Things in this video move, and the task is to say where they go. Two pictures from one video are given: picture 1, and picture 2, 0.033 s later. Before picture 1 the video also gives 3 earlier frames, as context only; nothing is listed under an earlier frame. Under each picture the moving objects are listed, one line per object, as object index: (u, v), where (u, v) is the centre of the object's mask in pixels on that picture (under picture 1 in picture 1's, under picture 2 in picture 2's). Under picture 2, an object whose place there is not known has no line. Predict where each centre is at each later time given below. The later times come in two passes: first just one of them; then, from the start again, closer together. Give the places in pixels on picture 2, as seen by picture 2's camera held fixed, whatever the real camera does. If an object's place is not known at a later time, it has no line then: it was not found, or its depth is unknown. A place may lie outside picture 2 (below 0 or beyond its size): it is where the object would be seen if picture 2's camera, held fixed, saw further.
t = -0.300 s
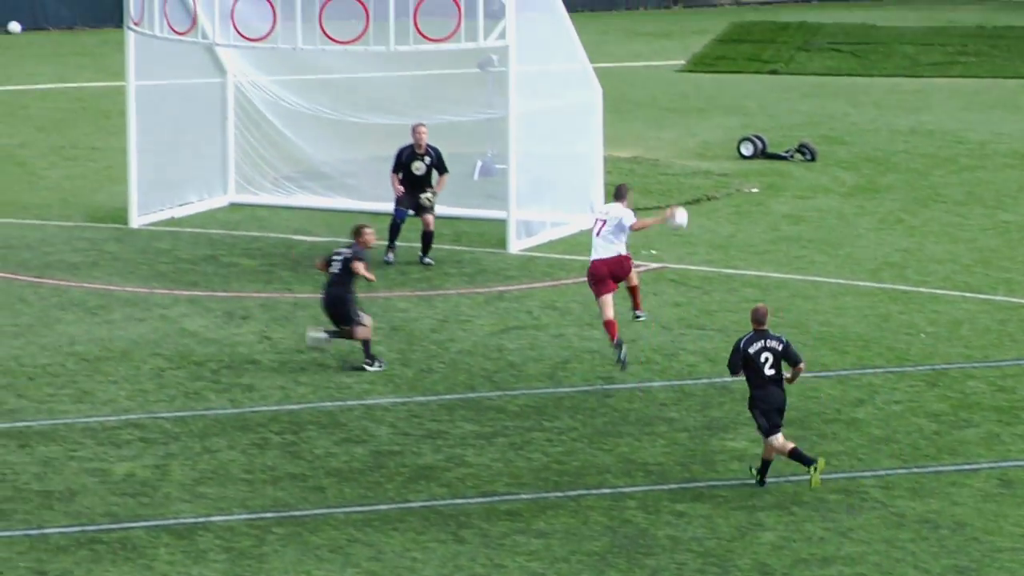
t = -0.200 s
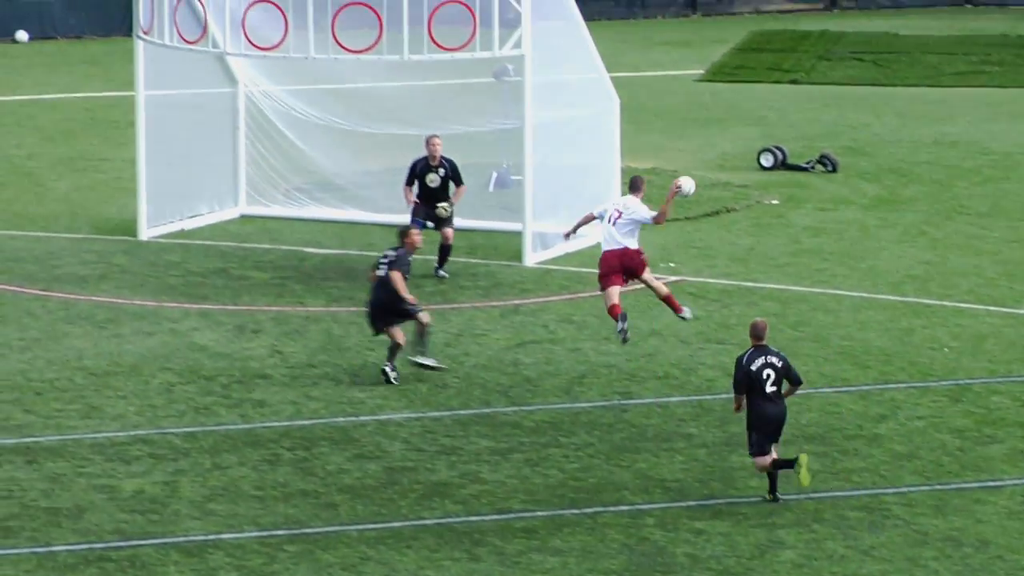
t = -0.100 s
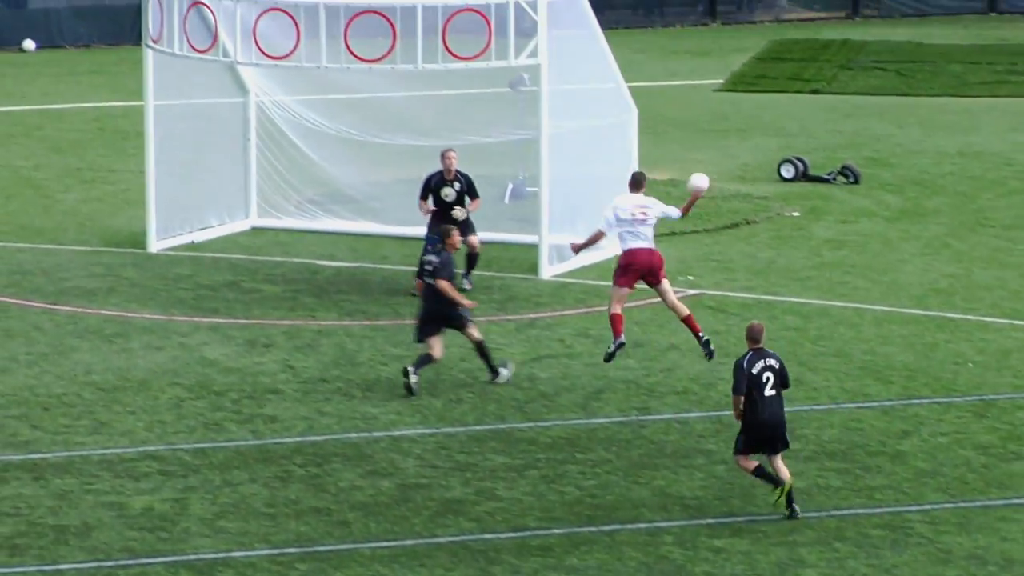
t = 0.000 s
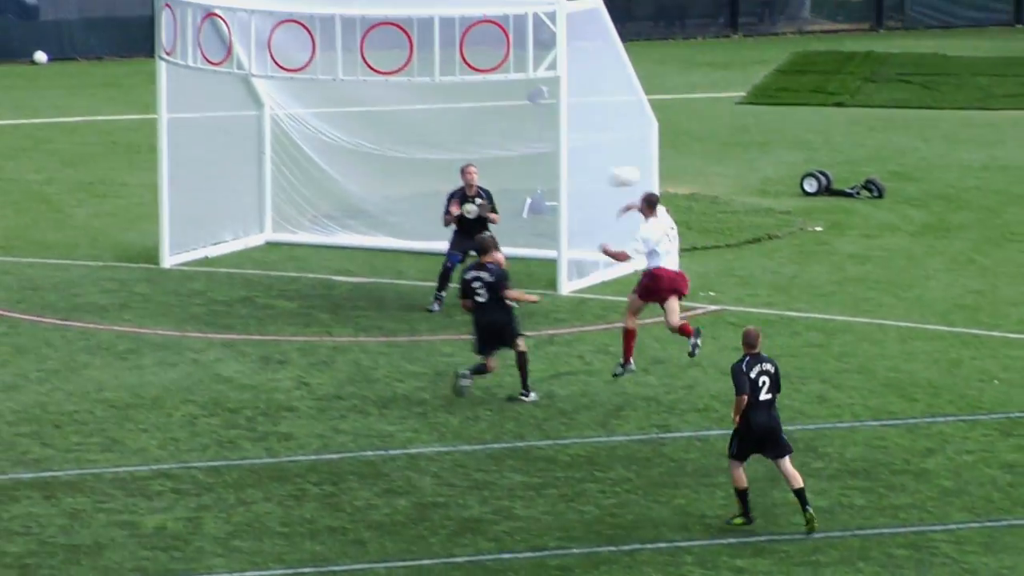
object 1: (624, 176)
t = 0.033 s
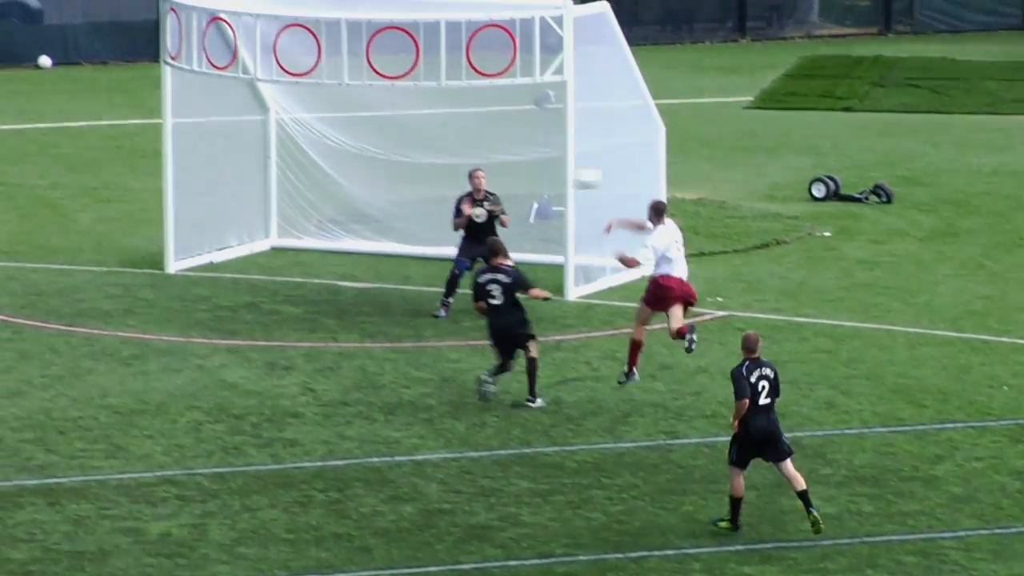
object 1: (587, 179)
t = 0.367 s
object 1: (239, 176)
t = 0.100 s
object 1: (506, 174)
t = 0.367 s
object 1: (239, 176)
